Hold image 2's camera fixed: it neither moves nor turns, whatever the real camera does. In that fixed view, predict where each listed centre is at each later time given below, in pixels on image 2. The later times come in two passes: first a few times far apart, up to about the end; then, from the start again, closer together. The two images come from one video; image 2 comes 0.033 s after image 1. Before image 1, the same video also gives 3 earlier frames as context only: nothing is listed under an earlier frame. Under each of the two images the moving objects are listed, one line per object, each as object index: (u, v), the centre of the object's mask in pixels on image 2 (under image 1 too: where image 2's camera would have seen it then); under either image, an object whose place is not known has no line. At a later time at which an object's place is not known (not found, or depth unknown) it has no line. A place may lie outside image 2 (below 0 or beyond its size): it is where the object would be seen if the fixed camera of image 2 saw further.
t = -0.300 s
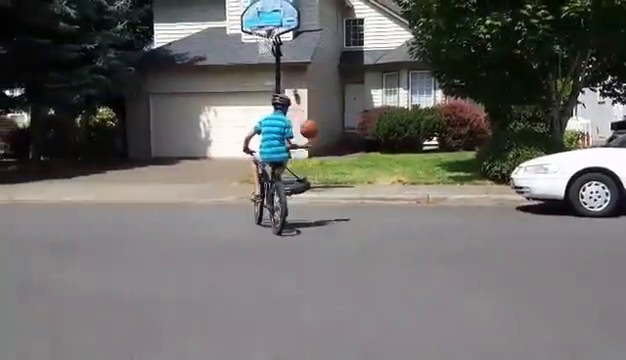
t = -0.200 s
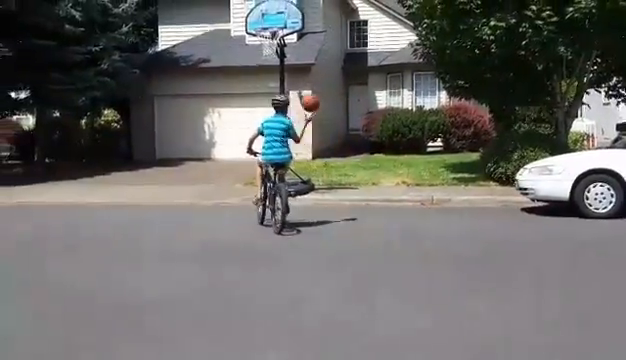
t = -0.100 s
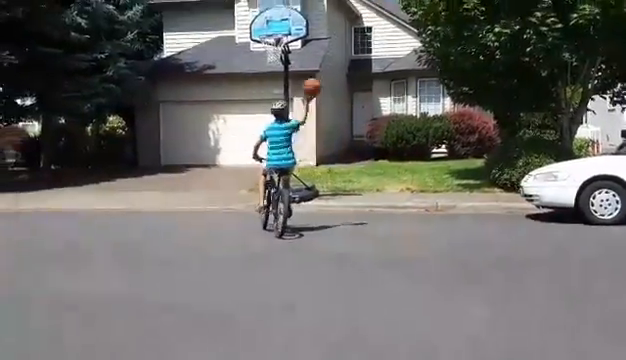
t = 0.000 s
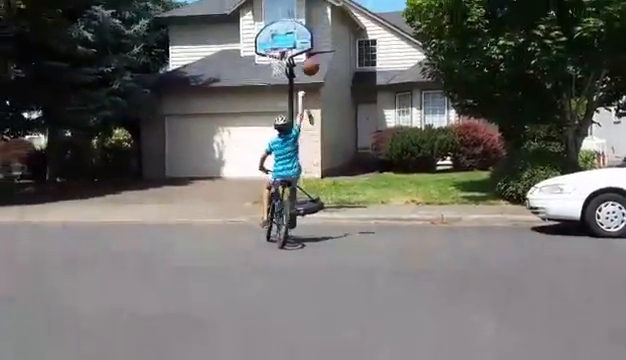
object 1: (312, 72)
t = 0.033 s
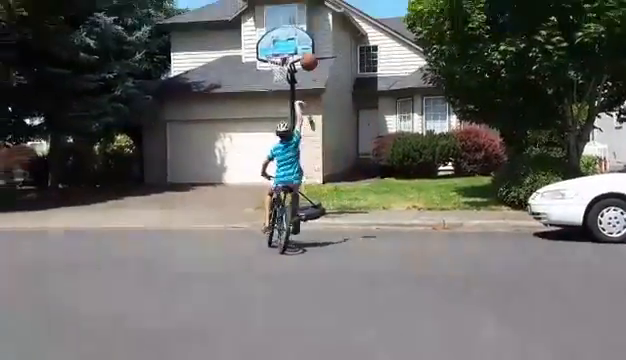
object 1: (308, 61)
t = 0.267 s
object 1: (292, 14)
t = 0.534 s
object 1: (276, 8)
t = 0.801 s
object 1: (265, 45)
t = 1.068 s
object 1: (260, 59)
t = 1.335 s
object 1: (252, 96)
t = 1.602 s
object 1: (243, 170)
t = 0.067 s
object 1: (305, 51)
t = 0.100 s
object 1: (303, 42)
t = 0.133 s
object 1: (300, 35)
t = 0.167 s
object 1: (298, 30)
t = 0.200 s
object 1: (296, 23)
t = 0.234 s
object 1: (294, 21)
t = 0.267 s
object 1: (292, 14)
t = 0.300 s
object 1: (289, 11)
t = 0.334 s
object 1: (287, 8)
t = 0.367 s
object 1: (285, 7)
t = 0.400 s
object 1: (283, 6)
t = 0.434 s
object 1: (281, 5)
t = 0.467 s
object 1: (279, 6)
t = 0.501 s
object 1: (278, 7)
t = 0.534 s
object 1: (276, 8)
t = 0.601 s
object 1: (273, 15)
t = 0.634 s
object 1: (272, 18)
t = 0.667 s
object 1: (271, 22)
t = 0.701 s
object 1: (269, 28)
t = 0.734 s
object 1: (268, 33)
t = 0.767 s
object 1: (266, 38)
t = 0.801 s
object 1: (265, 45)
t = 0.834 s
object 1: (264, 49)
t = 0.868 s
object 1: (264, 49)
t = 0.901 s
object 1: (263, 49)
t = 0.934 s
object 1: (263, 49)
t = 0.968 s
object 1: (262, 50)
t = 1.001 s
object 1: (261, 51)
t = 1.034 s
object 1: (262, 51)
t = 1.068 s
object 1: (260, 59)
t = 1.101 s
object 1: (260, 61)
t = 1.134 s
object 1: (258, 65)
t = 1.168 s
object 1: (257, 68)
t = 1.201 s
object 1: (257, 74)
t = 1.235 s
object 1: (256, 79)
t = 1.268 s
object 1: (255, 84)
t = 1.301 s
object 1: (255, 88)
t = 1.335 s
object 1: (252, 96)
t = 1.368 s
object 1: (250, 103)
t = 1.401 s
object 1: (250, 112)
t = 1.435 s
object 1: (248, 120)
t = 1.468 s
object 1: (248, 129)
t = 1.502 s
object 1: (246, 138)
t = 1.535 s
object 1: (246, 149)
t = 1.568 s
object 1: (244, 159)
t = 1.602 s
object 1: (243, 170)
